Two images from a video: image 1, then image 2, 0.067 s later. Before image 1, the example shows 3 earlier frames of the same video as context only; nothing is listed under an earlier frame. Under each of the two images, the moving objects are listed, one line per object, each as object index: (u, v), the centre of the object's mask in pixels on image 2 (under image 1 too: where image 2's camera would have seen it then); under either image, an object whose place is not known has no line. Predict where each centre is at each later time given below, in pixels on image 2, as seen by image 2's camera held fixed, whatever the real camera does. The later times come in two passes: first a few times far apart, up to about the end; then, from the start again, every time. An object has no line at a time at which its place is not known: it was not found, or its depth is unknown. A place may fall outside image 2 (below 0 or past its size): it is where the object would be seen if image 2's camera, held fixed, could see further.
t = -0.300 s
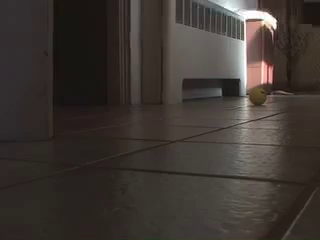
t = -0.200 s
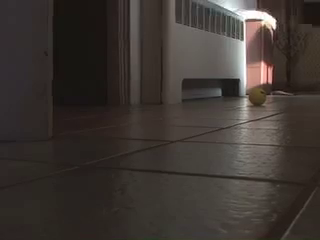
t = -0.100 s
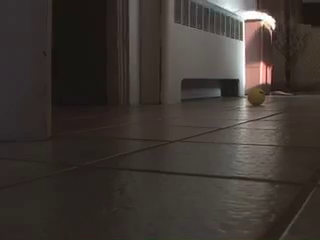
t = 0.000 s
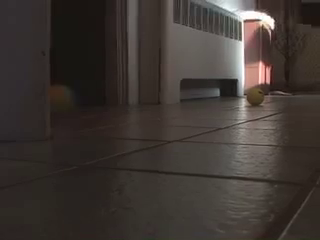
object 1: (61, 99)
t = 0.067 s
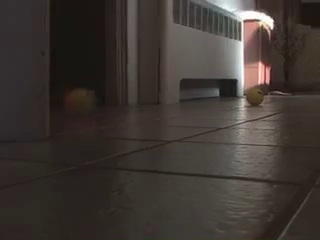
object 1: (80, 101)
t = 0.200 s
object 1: (119, 102)
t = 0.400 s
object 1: (177, 101)
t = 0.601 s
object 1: (222, 100)
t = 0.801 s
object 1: (264, 98)
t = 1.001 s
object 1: (296, 98)
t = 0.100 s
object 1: (88, 100)
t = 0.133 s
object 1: (99, 99)
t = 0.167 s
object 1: (112, 102)
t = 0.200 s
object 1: (119, 102)
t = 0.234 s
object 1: (132, 100)
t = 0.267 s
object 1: (142, 99)
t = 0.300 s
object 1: (150, 102)
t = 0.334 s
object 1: (159, 101)
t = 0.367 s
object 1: (168, 100)
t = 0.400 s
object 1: (177, 101)
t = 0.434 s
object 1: (186, 102)
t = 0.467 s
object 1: (194, 103)
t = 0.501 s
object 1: (201, 100)
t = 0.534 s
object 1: (208, 100)
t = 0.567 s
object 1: (215, 99)
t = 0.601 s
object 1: (222, 100)
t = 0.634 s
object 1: (232, 100)
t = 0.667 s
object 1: (236, 100)
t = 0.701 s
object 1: (245, 101)
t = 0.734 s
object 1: (253, 100)
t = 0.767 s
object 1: (258, 99)
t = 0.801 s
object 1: (264, 98)
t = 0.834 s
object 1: (269, 98)
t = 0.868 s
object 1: (275, 99)
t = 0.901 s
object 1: (280, 98)
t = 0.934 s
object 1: (286, 98)
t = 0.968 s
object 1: (292, 99)
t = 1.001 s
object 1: (296, 98)
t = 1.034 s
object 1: (299, 97)
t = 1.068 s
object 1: (306, 97)
